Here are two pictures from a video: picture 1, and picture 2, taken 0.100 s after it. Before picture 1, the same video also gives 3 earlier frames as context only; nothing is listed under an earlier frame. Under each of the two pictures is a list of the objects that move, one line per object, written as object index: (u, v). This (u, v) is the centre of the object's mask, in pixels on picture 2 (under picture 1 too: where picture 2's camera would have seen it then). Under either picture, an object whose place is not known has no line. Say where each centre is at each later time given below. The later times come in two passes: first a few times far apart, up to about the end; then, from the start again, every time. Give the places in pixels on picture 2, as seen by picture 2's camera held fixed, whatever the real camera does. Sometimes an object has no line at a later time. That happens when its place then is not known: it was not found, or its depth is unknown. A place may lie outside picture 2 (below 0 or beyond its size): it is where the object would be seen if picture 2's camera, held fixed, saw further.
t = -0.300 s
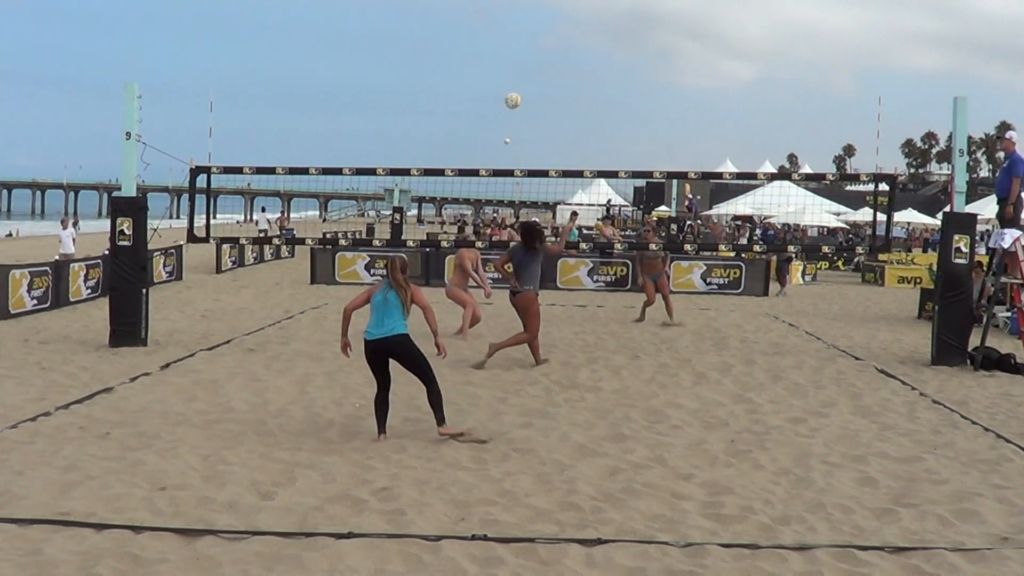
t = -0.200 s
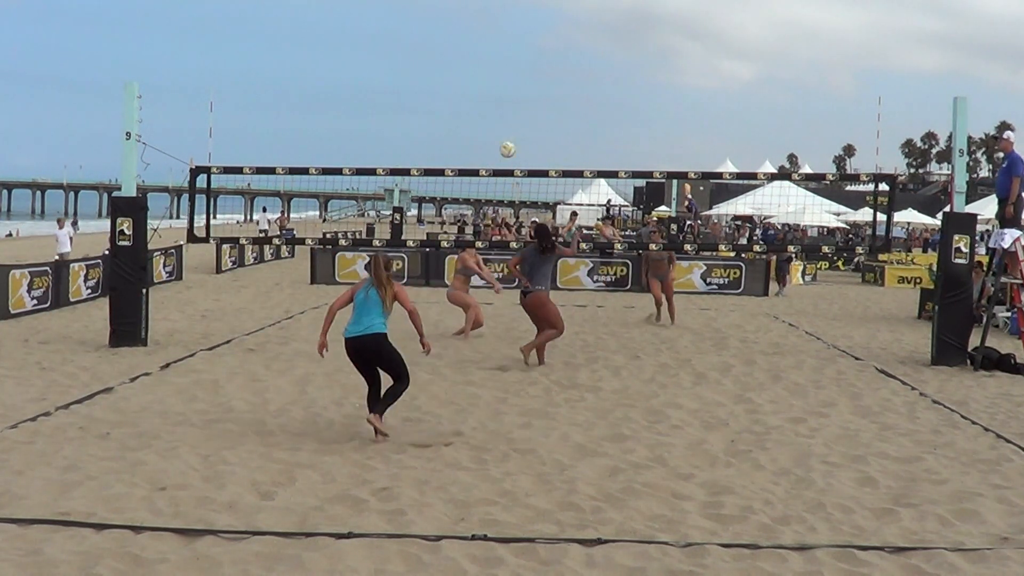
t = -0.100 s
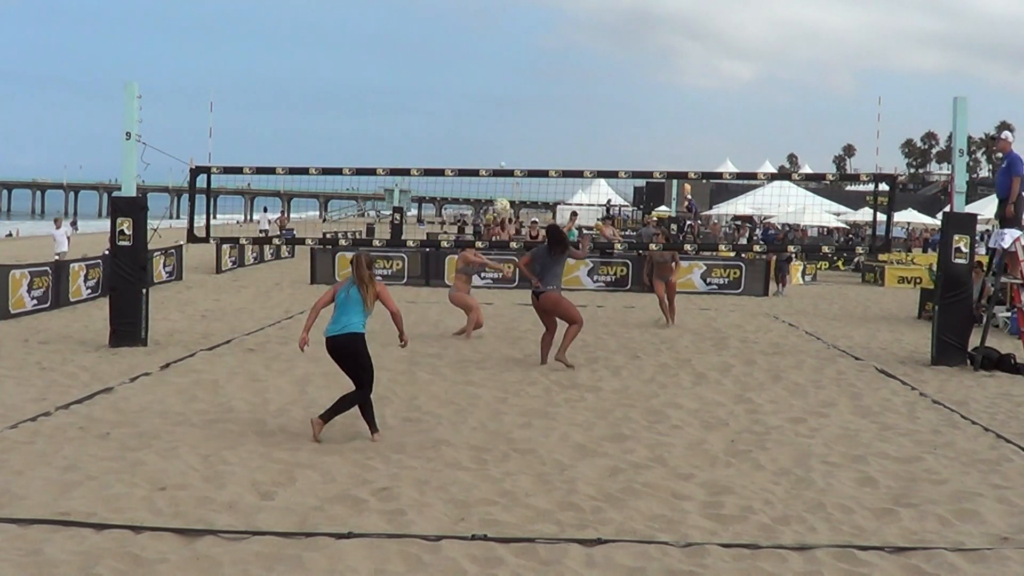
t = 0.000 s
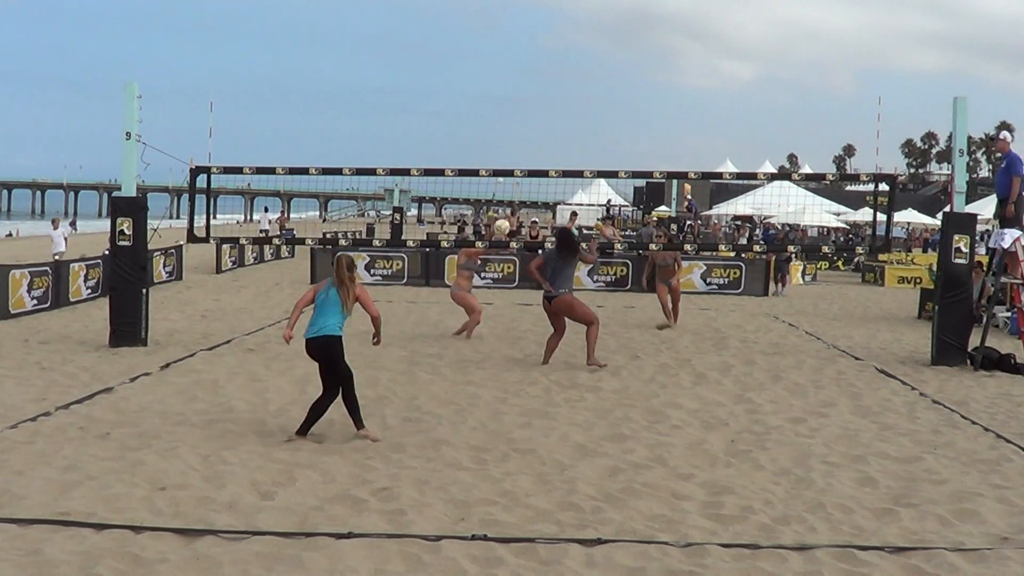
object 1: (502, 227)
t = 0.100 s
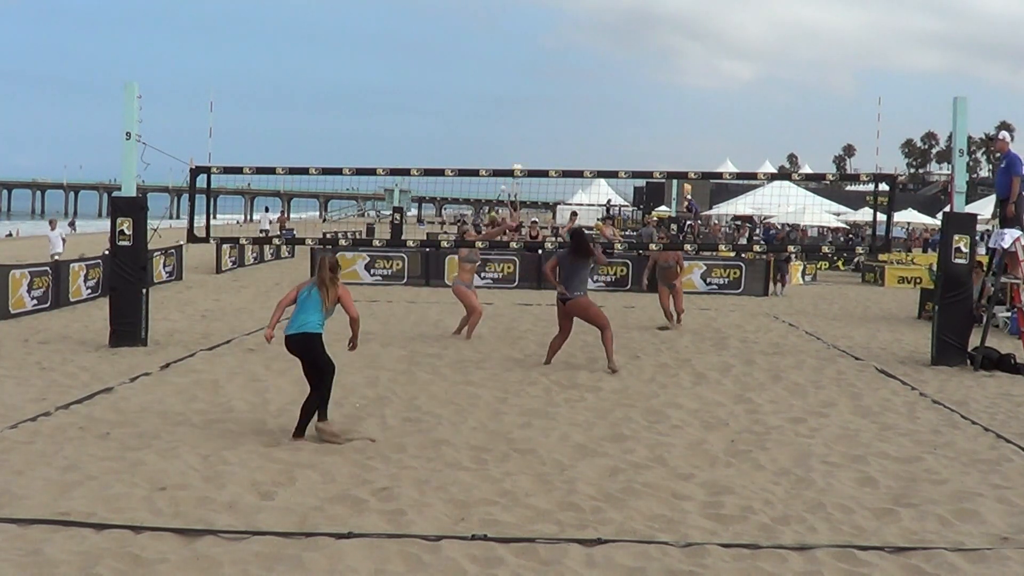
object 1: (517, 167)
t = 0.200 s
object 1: (530, 124)
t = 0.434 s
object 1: (561, 43)
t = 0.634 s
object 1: (587, 7)
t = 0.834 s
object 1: (611, 4)
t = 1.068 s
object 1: (638, 32)
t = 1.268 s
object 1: (659, 91)
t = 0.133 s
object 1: (520, 154)
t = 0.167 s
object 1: (525, 139)
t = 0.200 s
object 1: (530, 124)
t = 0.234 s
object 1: (534, 109)
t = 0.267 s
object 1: (539, 96)
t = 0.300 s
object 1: (543, 84)
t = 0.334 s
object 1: (548, 72)
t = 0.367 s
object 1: (552, 62)
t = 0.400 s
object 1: (556, 52)
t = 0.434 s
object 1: (561, 43)
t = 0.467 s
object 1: (565, 35)
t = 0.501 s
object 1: (570, 28)
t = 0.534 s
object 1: (574, 21)
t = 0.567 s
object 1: (578, 16)
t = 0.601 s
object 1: (582, 11)
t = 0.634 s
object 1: (587, 7)
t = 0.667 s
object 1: (591, 6)
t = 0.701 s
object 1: (595, 5)
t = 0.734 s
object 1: (599, 4)
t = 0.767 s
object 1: (603, 4)
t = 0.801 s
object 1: (607, 4)
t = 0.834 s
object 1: (611, 4)
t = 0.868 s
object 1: (615, 5)
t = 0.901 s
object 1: (618, 7)
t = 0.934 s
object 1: (623, 9)
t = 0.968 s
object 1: (627, 14)
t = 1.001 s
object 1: (631, 19)
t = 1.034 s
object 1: (635, 25)
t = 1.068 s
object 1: (638, 32)
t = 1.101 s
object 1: (642, 40)
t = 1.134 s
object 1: (646, 49)
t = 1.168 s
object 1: (649, 58)
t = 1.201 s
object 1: (653, 68)
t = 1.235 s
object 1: (656, 80)
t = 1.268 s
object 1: (659, 91)
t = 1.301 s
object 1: (662, 104)
